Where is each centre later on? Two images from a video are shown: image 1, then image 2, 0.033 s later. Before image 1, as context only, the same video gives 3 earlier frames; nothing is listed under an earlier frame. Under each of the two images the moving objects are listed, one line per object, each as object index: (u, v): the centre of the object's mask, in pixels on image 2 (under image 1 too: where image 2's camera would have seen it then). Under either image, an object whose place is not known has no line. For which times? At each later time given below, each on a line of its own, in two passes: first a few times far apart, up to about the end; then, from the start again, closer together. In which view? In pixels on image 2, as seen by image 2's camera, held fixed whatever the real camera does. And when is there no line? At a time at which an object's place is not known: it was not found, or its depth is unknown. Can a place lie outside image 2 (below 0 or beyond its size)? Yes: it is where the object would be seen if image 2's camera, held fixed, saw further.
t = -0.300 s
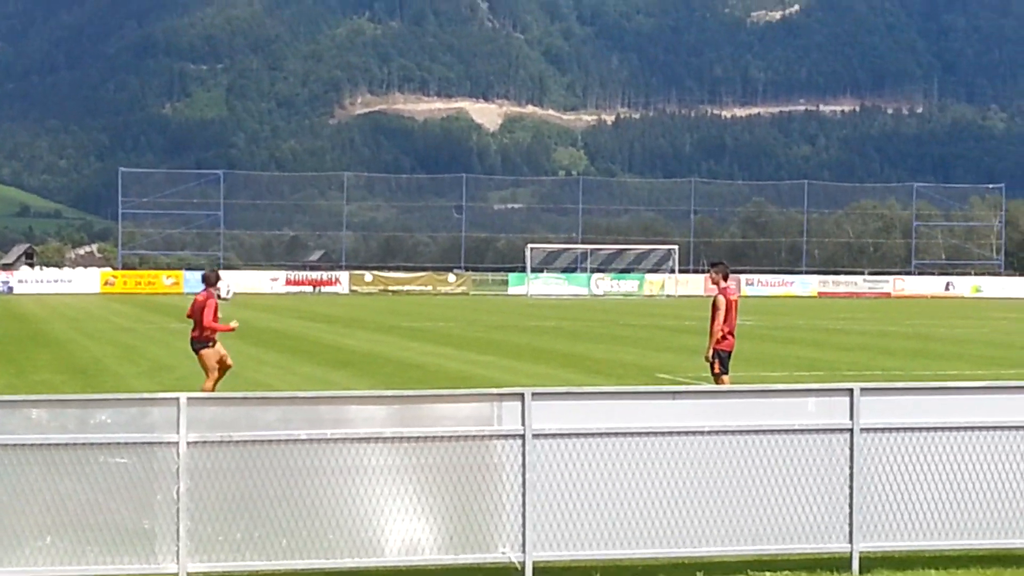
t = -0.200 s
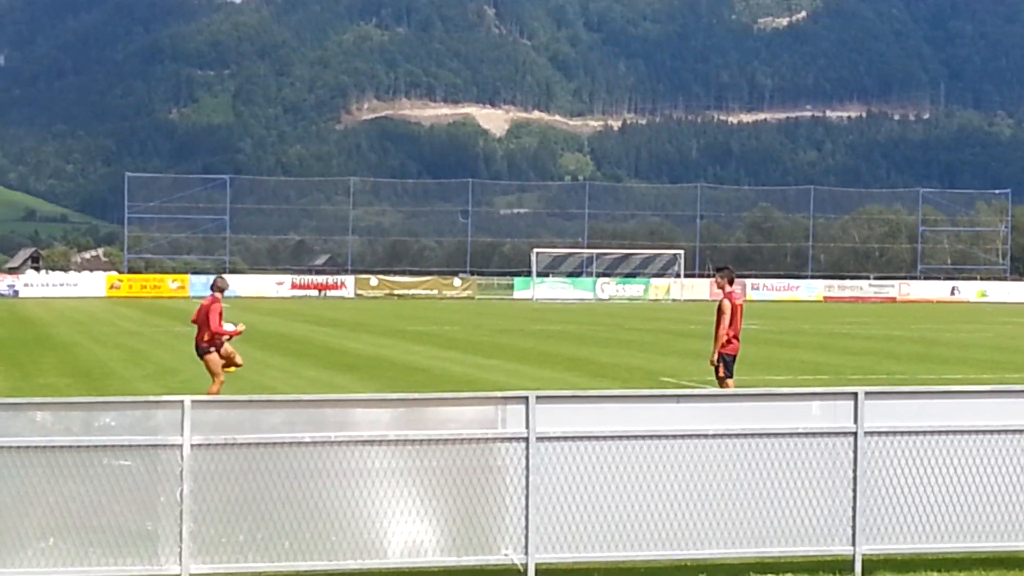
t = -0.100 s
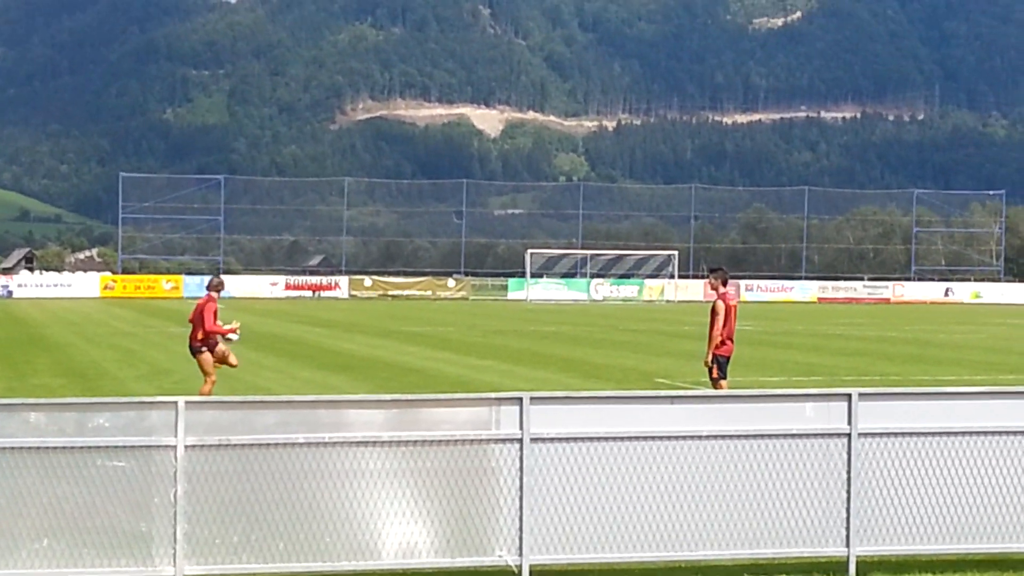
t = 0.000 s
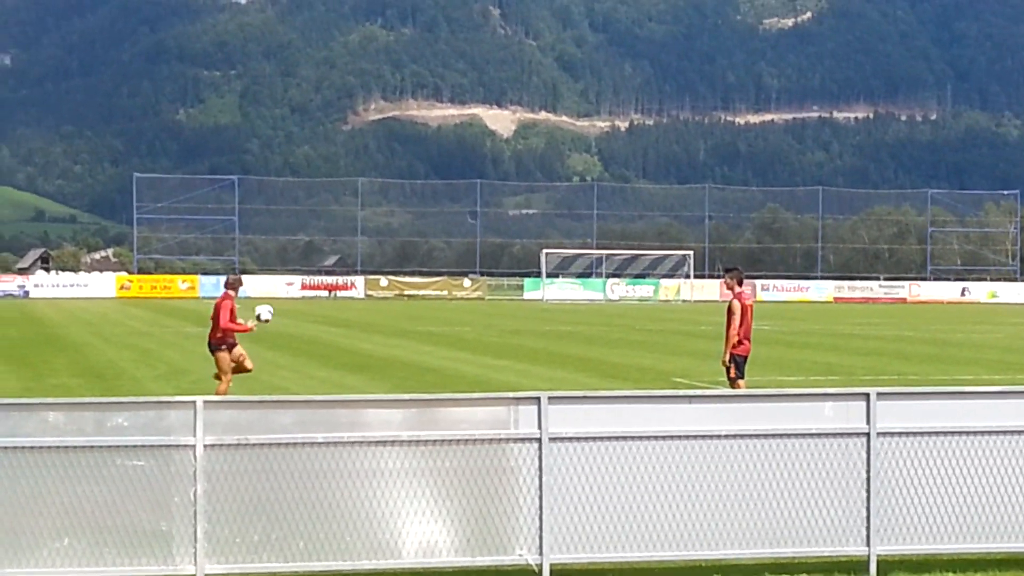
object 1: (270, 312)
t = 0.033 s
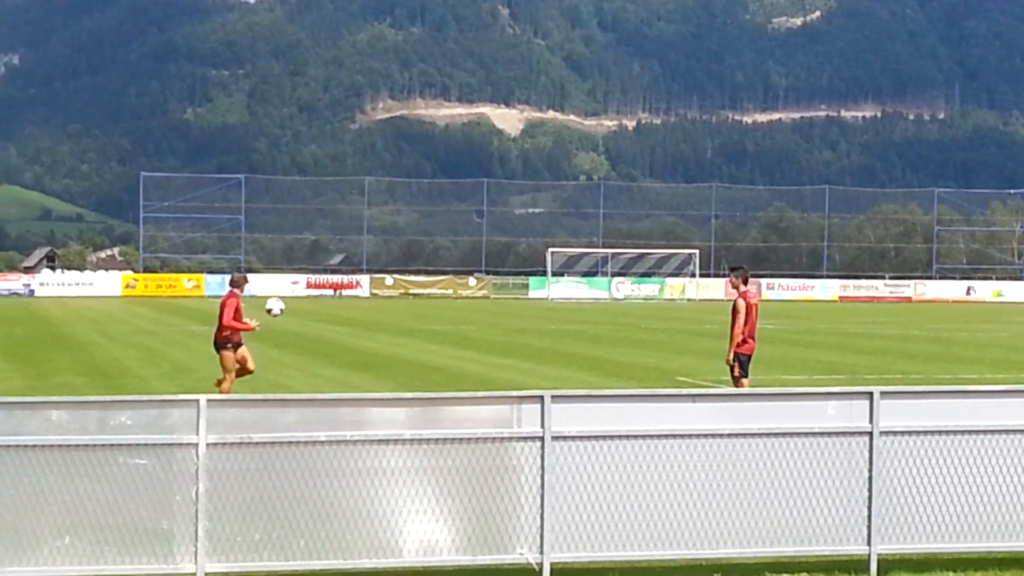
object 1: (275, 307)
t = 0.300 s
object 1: (324, 297)
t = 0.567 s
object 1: (371, 352)
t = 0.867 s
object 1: (419, 386)
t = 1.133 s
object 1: (456, 367)
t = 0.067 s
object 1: (280, 304)
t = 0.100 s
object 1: (286, 299)
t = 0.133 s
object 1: (292, 298)
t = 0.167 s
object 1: (298, 297)
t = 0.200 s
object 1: (305, 296)
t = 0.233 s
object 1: (312, 296)
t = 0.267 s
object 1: (317, 296)
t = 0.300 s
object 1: (324, 297)
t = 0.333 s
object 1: (329, 302)
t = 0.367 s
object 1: (334, 306)
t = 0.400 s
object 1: (339, 312)
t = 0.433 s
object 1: (346, 317)
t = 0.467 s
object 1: (353, 325)
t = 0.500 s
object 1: (359, 333)
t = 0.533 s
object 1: (364, 342)
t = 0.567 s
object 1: (371, 352)
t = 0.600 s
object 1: (377, 363)
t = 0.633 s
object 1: (383, 374)
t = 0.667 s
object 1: (388, 385)
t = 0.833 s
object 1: (415, 390)
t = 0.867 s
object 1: (419, 386)
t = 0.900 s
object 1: (424, 382)
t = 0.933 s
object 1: (428, 377)
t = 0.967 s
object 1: (433, 373)
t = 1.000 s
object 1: (437, 369)
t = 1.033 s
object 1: (442, 367)
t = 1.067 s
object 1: (446, 366)
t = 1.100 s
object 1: (451, 366)
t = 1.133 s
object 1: (456, 367)
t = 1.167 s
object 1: (460, 368)
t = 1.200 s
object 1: (464, 371)
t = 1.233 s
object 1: (469, 374)
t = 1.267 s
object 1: (473, 379)
